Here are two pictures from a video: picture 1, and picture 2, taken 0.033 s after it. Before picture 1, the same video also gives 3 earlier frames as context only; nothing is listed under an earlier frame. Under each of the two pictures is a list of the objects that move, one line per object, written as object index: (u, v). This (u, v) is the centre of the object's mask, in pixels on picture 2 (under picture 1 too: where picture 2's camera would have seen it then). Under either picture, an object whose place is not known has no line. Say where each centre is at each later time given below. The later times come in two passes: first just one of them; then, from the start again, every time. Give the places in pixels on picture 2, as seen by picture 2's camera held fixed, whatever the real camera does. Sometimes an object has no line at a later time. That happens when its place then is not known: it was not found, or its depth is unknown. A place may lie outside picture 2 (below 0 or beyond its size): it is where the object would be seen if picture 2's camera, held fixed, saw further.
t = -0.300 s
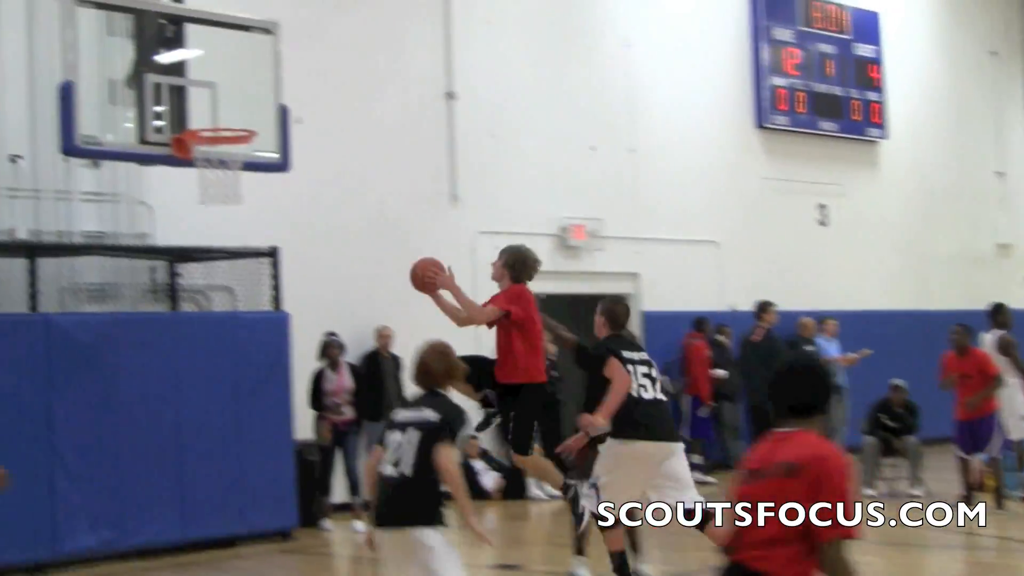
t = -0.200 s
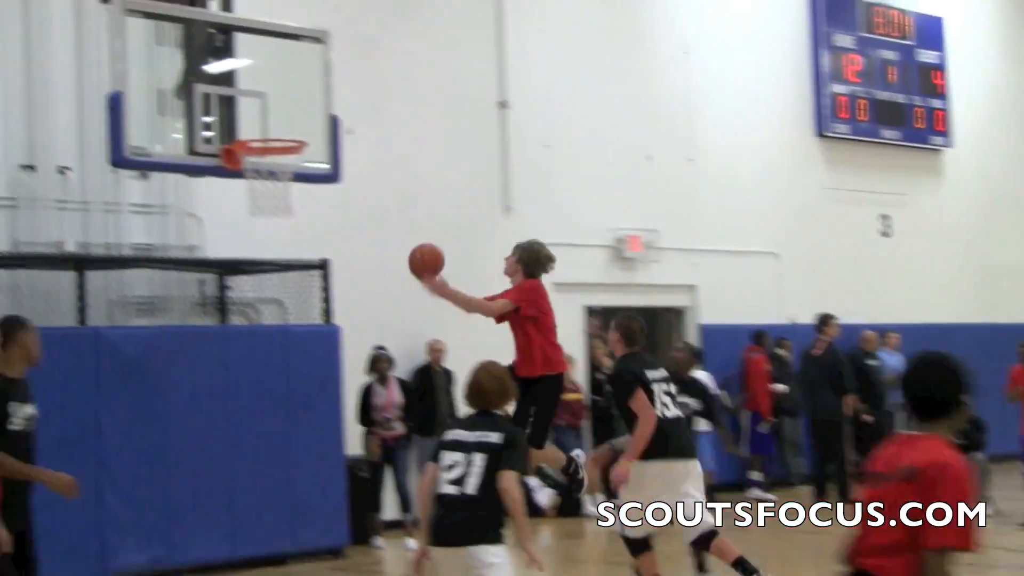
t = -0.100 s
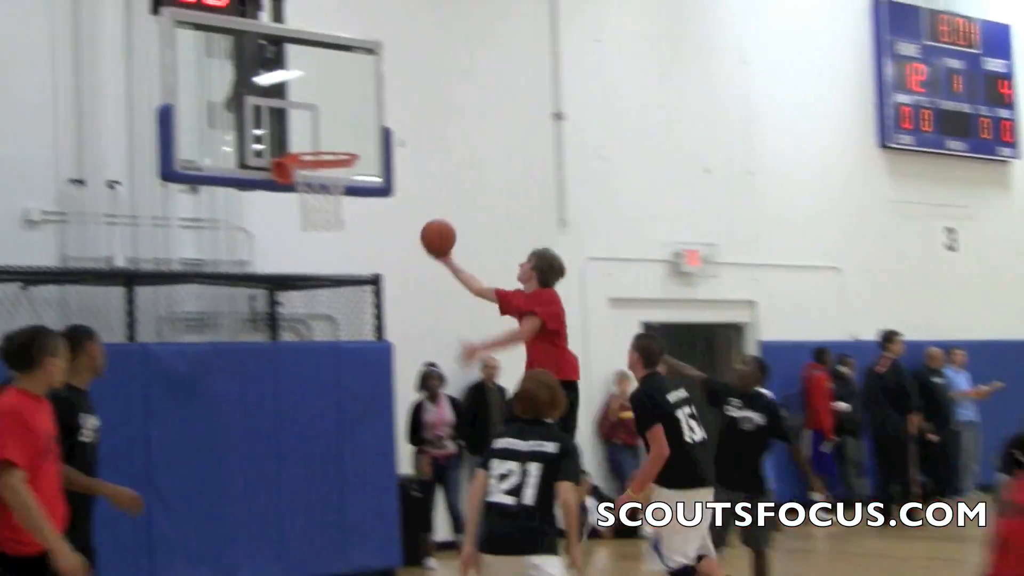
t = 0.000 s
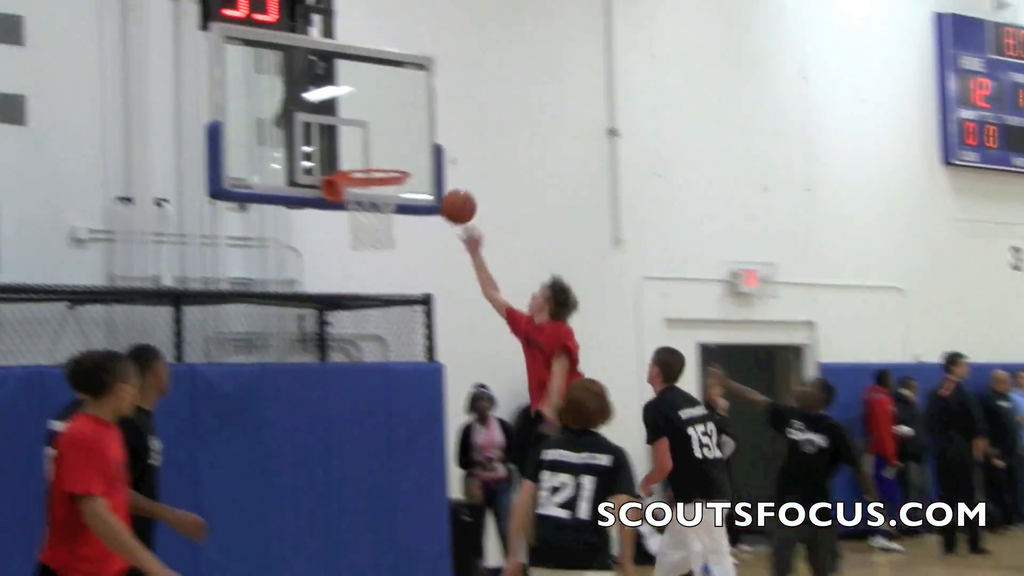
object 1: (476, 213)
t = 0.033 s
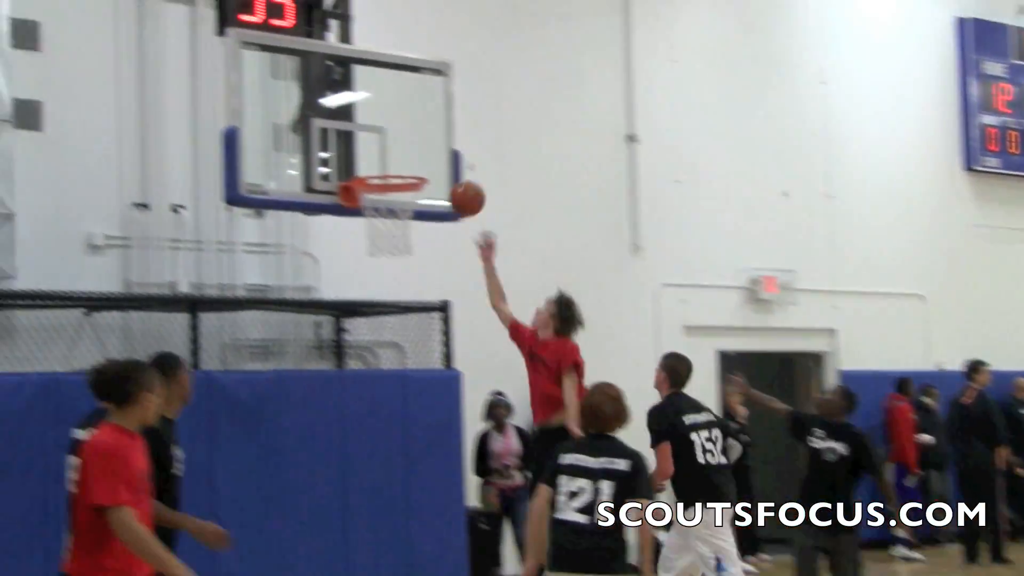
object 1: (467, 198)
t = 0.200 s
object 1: (422, 150)
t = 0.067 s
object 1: (458, 185)
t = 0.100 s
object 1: (448, 174)
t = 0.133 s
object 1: (439, 164)
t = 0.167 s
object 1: (431, 156)
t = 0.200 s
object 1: (422, 150)
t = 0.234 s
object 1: (413, 145)
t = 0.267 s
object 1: (409, 140)
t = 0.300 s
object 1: (408, 136)
